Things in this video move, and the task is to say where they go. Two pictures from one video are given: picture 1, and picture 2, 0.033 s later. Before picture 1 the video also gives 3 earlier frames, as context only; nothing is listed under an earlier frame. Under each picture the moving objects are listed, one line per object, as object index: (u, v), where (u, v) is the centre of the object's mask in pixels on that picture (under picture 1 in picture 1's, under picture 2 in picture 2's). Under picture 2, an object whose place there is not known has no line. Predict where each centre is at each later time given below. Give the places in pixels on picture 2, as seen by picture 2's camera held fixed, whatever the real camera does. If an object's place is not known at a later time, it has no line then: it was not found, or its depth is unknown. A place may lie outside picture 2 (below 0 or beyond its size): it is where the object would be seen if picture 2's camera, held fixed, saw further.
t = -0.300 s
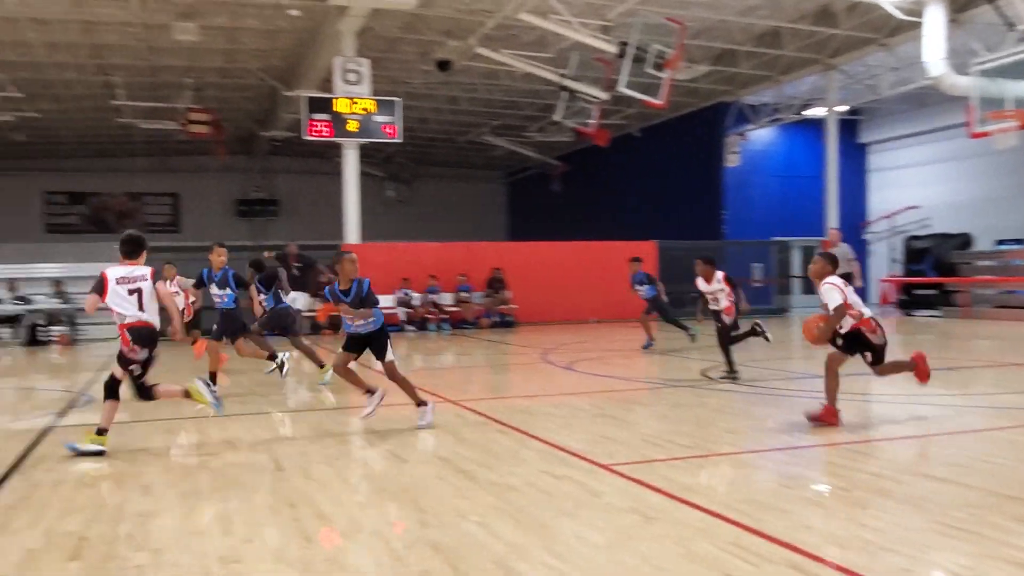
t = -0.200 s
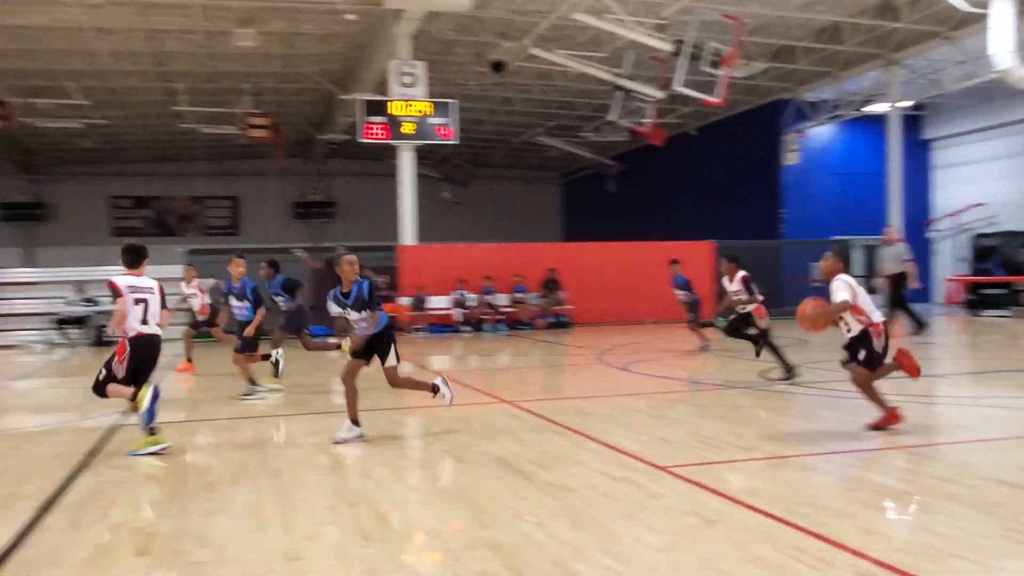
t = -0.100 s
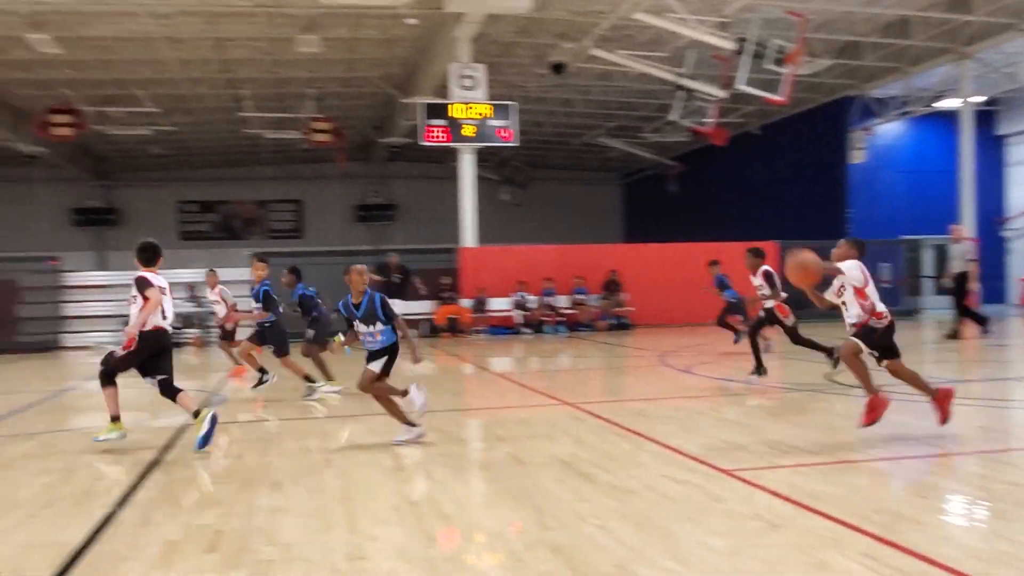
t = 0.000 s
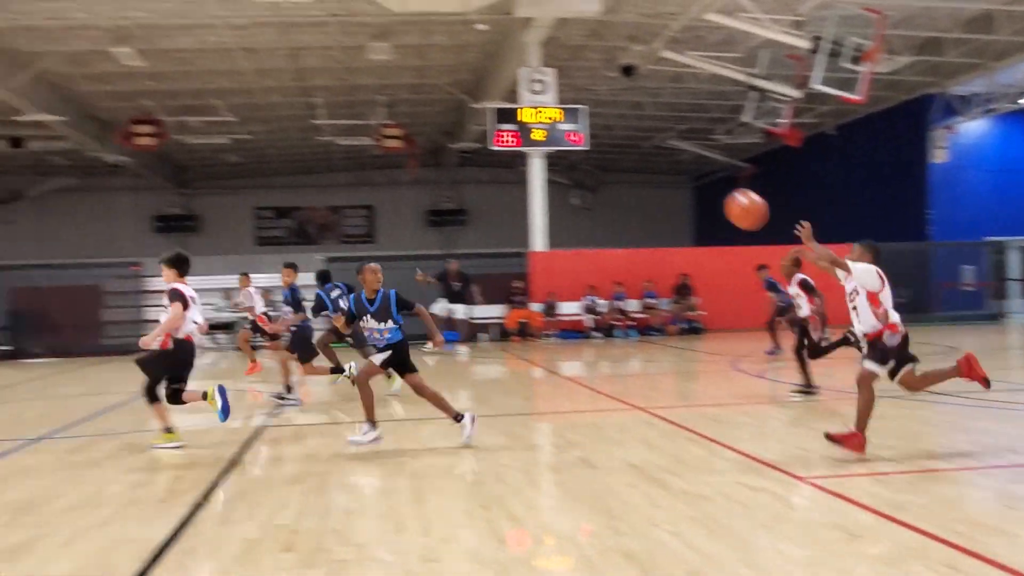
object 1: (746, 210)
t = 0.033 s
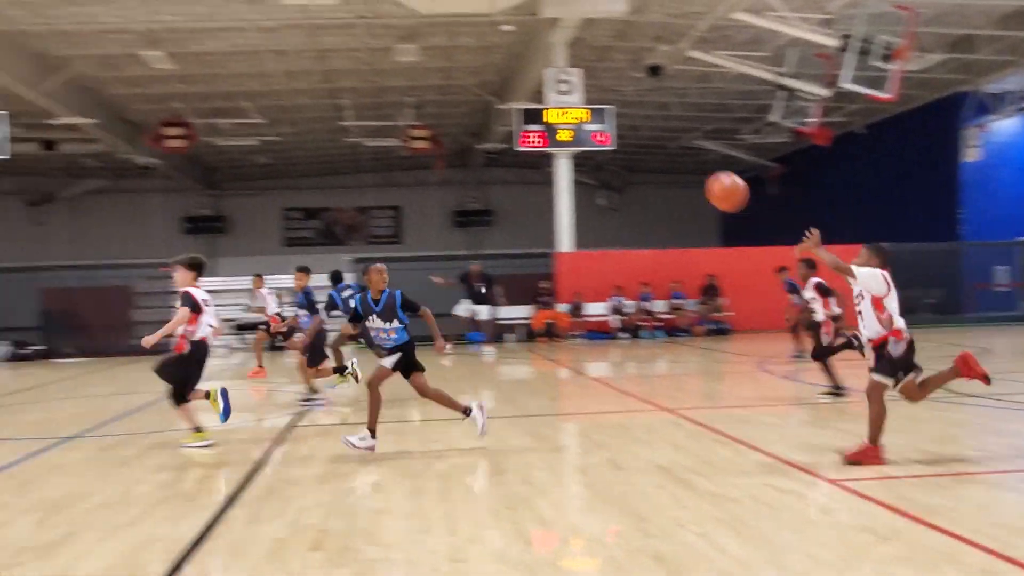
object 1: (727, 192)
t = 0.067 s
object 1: (682, 175)
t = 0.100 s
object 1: (639, 161)
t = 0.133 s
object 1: (600, 149)
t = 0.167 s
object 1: (560, 139)
